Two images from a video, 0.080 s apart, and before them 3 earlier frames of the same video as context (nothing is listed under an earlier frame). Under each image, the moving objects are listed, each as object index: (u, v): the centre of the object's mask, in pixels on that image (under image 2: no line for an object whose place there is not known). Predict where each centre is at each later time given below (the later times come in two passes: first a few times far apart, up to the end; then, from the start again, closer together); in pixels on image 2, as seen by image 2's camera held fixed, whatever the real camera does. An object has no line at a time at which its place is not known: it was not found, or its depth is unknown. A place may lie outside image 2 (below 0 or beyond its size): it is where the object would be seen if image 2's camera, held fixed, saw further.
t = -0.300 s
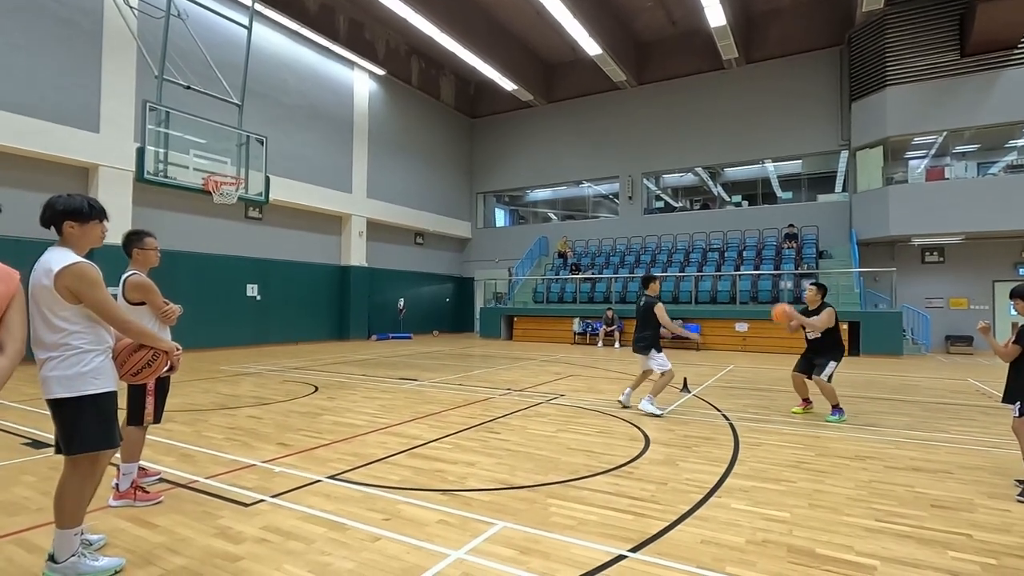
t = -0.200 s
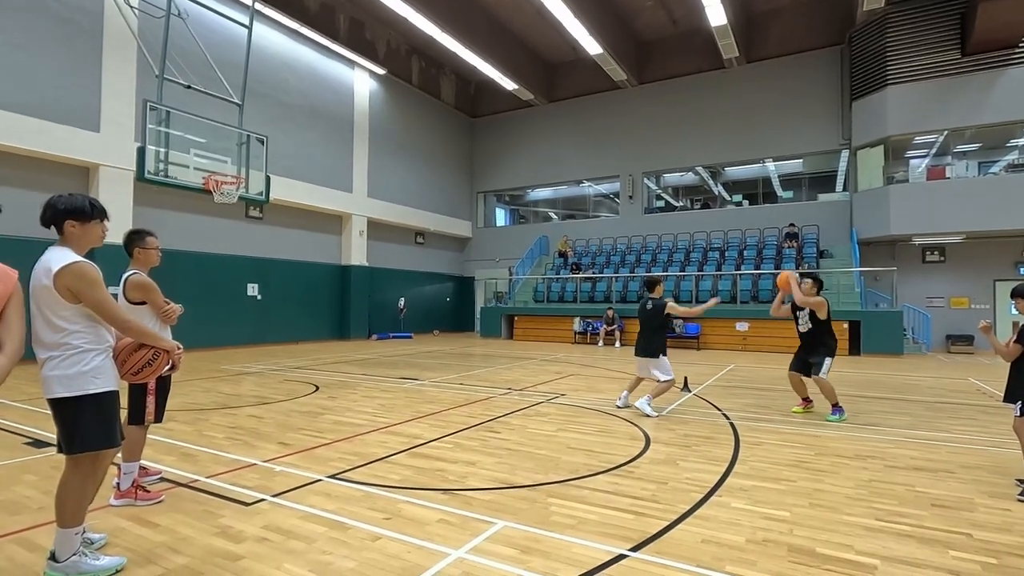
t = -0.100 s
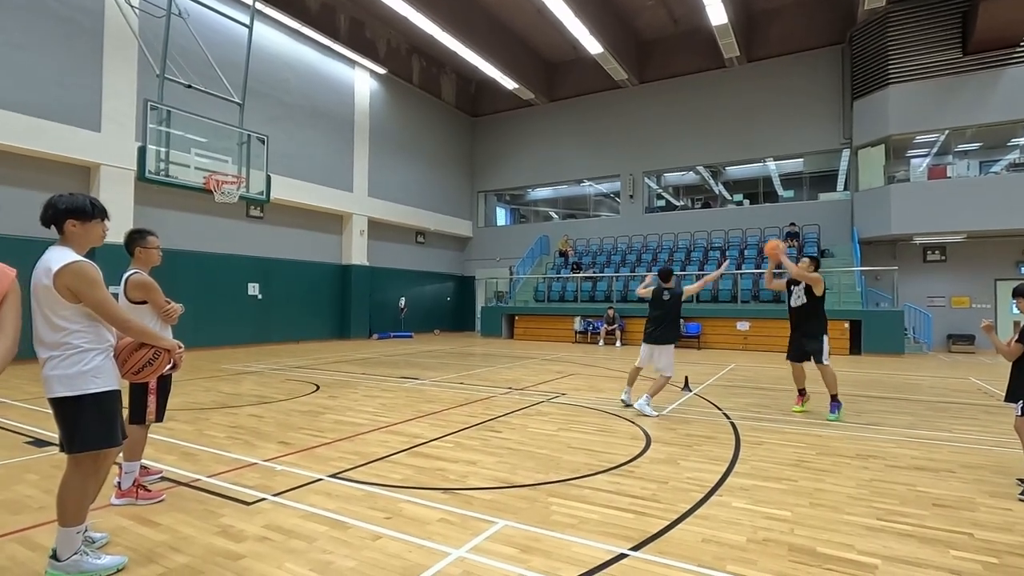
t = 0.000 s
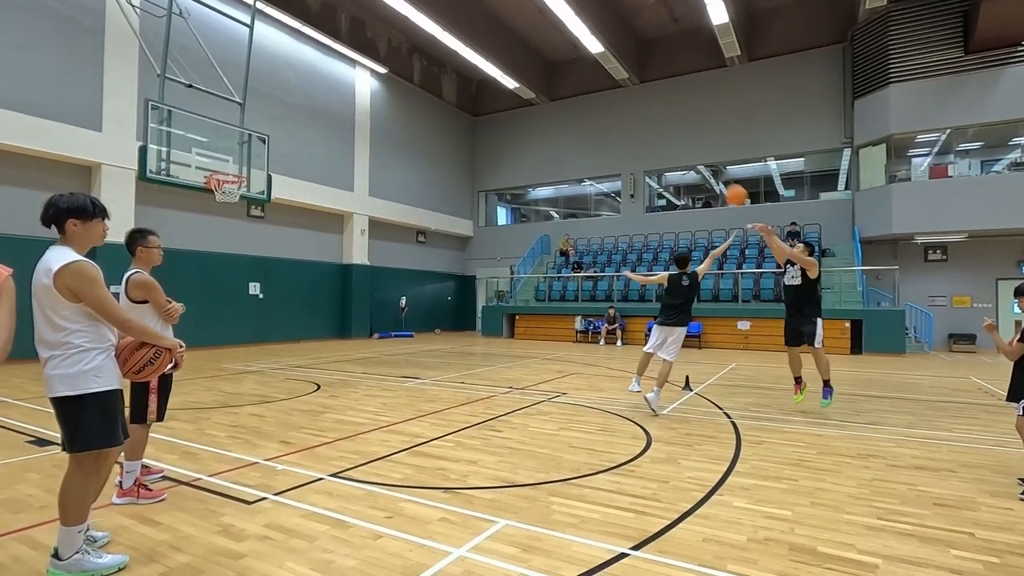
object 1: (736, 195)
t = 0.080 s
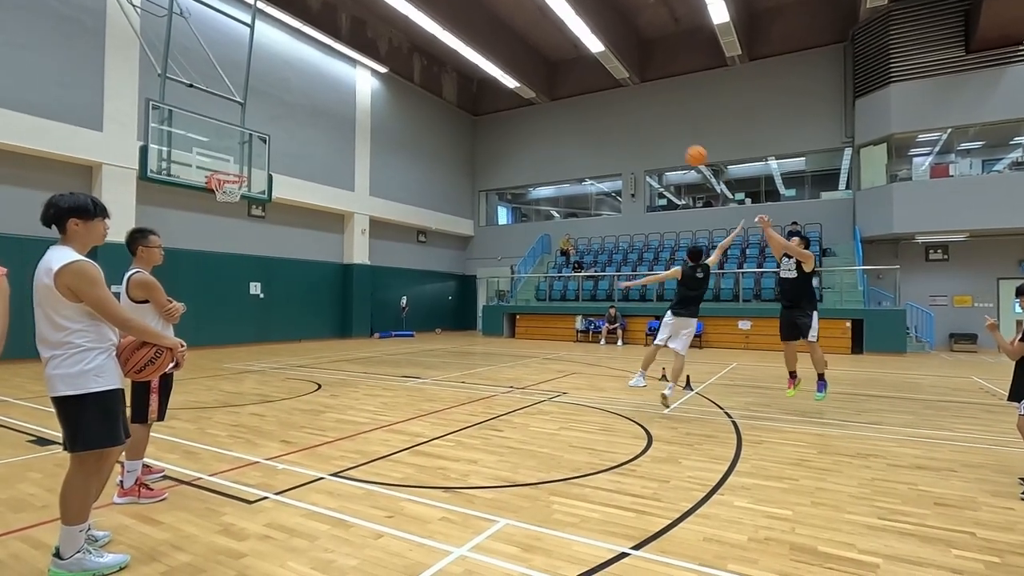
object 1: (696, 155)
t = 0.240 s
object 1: (620, 97)
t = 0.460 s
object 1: (522, 54)
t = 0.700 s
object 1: (425, 48)
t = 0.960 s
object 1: (327, 88)
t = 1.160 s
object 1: (257, 146)
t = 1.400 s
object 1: (220, 195)
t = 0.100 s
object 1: (686, 147)
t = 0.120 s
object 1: (677, 139)
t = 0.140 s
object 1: (667, 131)
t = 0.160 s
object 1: (658, 123)
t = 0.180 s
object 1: (648, 116)
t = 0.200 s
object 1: (639, 110)
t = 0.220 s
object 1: (629, 103)
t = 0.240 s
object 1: (620, 97)
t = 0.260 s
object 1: (611, 91)
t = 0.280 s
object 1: (602, 86)
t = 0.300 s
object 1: (593, 81)
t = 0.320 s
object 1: (584, 77)
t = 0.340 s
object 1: (575, 72)
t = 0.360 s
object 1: (566, 68)
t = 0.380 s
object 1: (557, 65)
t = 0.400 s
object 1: (549, 62)
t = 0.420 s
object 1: (540, 58)
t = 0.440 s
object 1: (531, 56)
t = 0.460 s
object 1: (522, 54)
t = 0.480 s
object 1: (514, 52)
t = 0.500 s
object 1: (506, 50)
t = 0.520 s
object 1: (497, 48)
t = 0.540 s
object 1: (489, 47)
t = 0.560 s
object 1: (482, 45)
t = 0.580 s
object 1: (474, 44)
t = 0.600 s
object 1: (464, 45)
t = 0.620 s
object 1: (457, 46)
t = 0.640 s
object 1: (448, 47)
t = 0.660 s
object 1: (439, 48)
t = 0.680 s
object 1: (432, 48)
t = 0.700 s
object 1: (425, 48)
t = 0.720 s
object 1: (417, 50)
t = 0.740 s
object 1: (409, 52)
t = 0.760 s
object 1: (401, 54)
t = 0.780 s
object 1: (394, 56)
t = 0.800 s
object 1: (387, 58)
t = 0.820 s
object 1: (380, 61)
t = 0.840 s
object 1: (372, 64)
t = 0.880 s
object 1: (357, 71)
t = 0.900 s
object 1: (349, 75)
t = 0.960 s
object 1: (327, 88)
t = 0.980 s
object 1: (320, 93)
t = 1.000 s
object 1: (313, 98)
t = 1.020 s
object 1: (306, 103)
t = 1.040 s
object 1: (298, 108)
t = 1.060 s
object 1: (291, 114)
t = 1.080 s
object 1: (284, 120)
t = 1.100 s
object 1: (278, 126)
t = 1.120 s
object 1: (272, 132)
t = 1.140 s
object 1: (265, 139)
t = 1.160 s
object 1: (257, 146)
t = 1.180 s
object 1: (251, 153)
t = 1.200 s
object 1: (244, 161)
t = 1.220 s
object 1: (238, 168)
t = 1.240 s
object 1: (231, 173)
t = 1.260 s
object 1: (226, 183)
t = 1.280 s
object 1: (218, 190)
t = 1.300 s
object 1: (219, 193)
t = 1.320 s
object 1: (219, 193)
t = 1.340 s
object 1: (219, 193)
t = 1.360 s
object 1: (219, 193)
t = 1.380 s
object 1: (220, 195)
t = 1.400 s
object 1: (220, 195)
